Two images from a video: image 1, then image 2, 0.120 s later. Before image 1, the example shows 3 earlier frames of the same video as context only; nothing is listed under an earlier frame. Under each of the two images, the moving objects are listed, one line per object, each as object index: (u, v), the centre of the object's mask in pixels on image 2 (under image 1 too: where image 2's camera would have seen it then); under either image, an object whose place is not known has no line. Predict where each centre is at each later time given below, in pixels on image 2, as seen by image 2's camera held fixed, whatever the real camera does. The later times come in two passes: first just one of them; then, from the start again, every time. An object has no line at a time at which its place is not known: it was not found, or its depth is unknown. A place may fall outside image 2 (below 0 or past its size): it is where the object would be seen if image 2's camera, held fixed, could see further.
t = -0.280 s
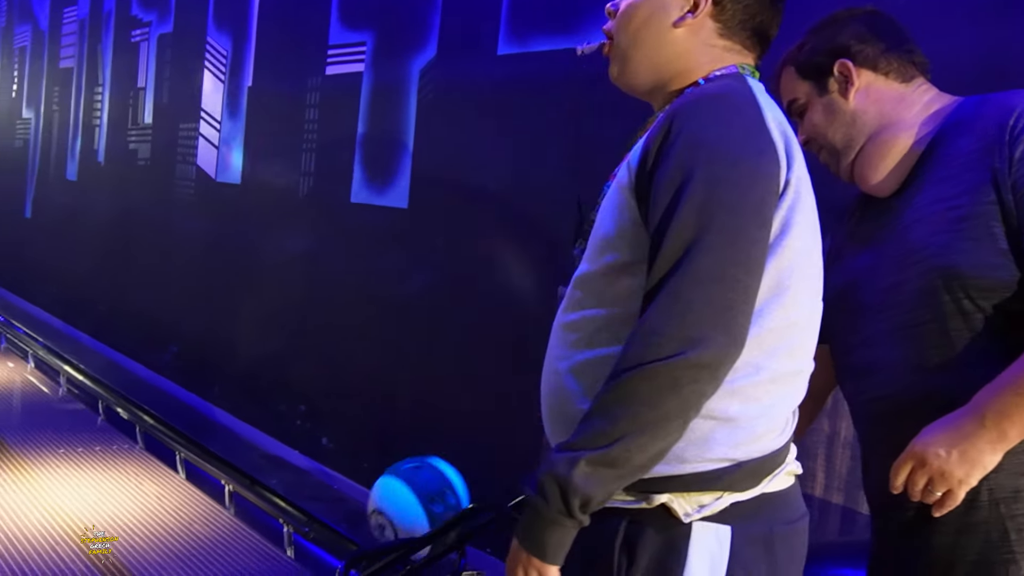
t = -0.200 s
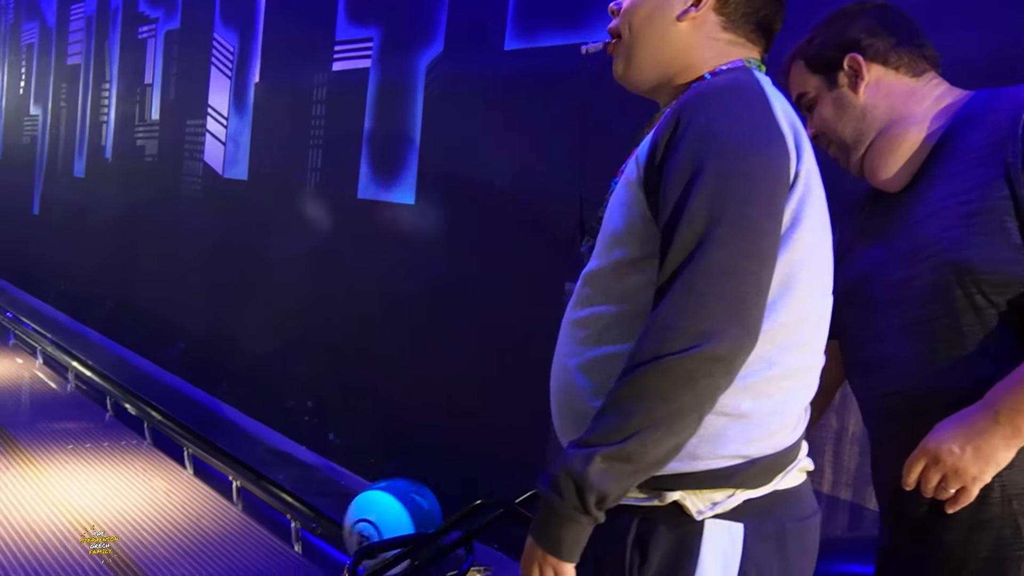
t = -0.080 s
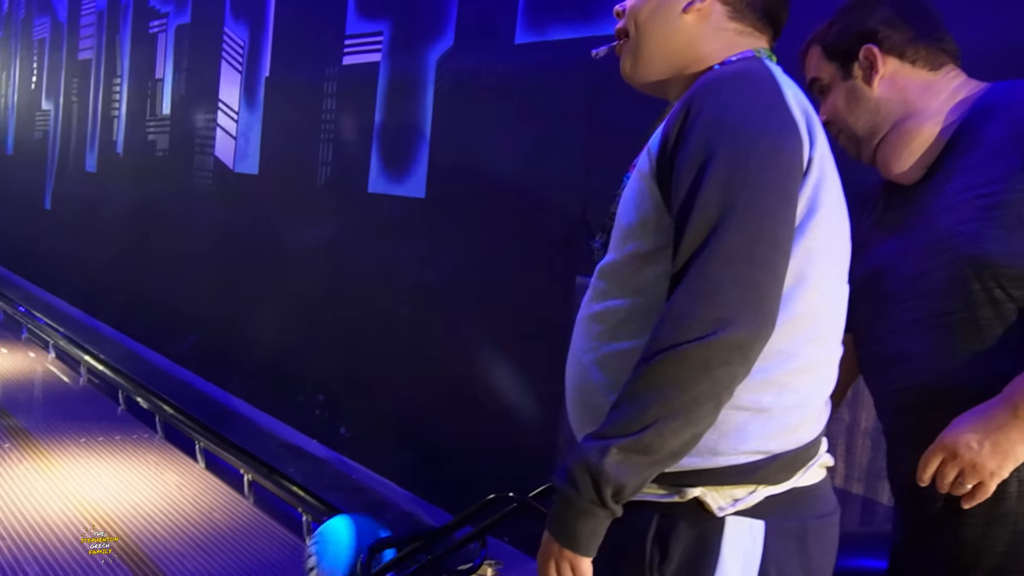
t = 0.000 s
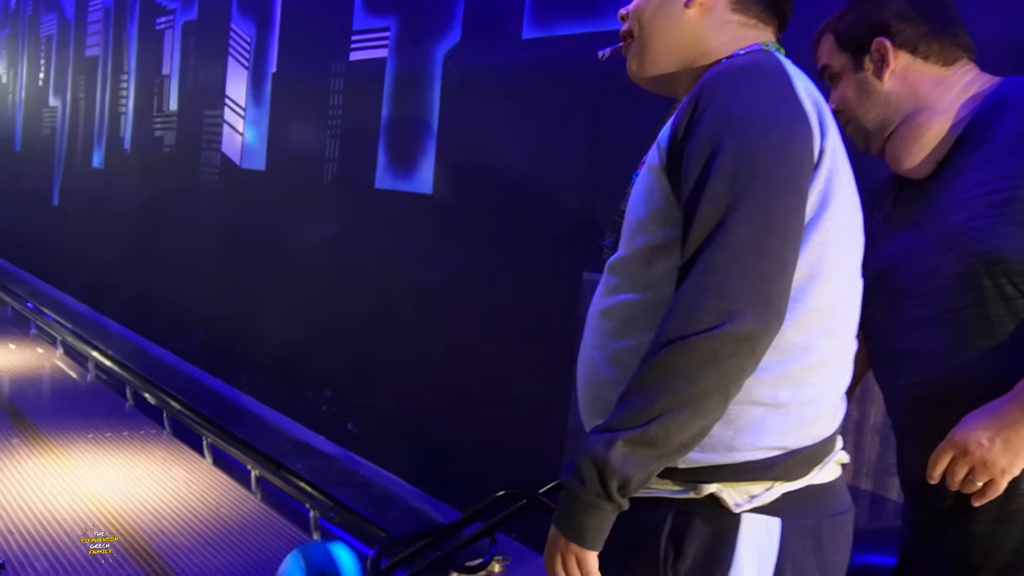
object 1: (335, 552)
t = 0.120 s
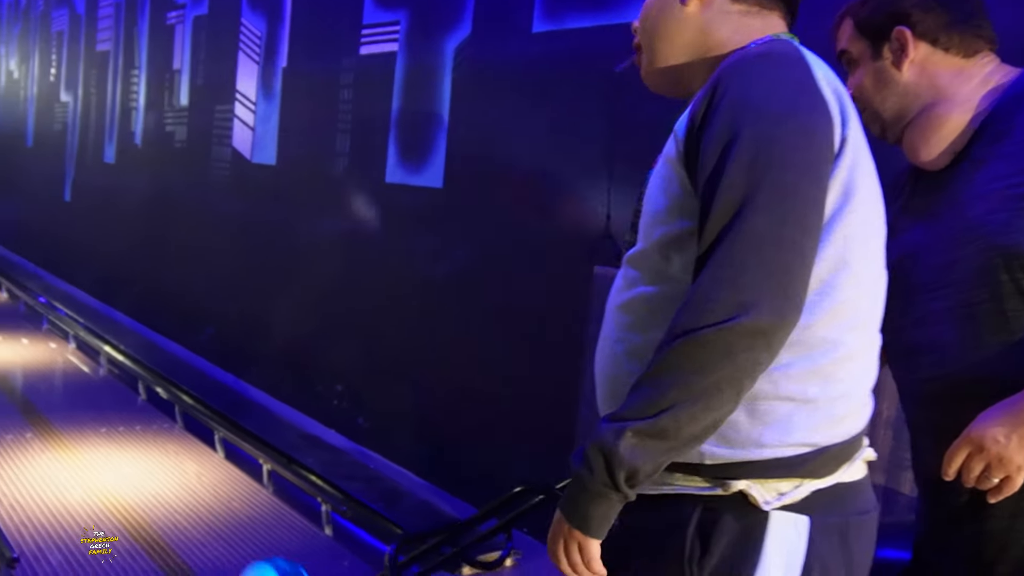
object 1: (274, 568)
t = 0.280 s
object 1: (212, 550)
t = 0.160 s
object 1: (258, 562)
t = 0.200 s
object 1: (242, 558)
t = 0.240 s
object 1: (227, 555)
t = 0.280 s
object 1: (212, 550)
